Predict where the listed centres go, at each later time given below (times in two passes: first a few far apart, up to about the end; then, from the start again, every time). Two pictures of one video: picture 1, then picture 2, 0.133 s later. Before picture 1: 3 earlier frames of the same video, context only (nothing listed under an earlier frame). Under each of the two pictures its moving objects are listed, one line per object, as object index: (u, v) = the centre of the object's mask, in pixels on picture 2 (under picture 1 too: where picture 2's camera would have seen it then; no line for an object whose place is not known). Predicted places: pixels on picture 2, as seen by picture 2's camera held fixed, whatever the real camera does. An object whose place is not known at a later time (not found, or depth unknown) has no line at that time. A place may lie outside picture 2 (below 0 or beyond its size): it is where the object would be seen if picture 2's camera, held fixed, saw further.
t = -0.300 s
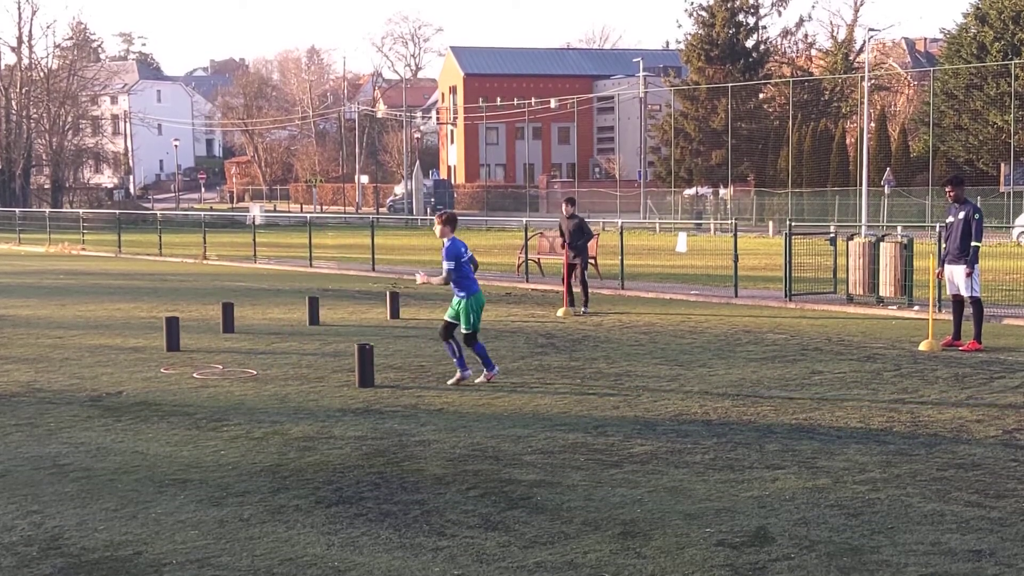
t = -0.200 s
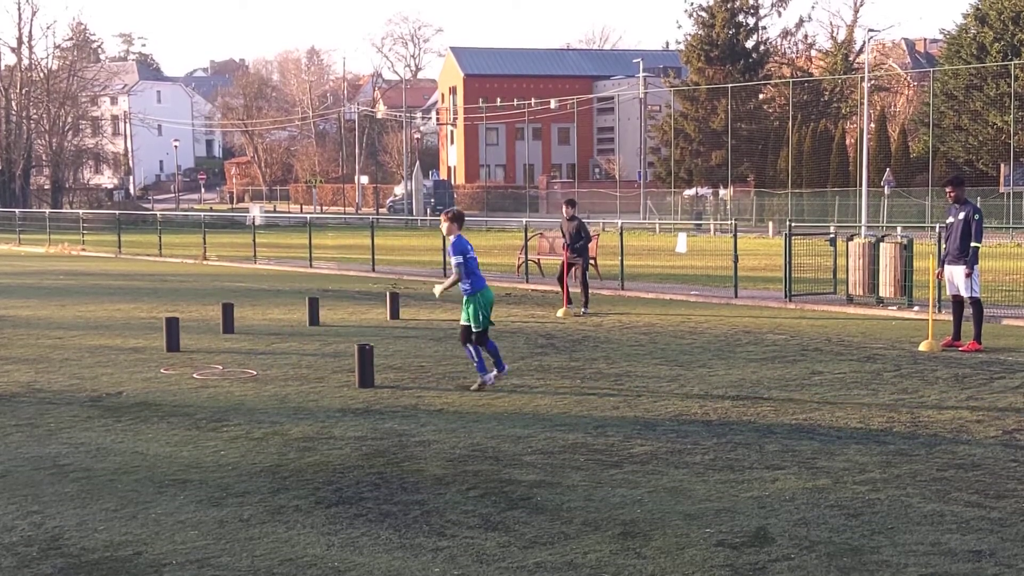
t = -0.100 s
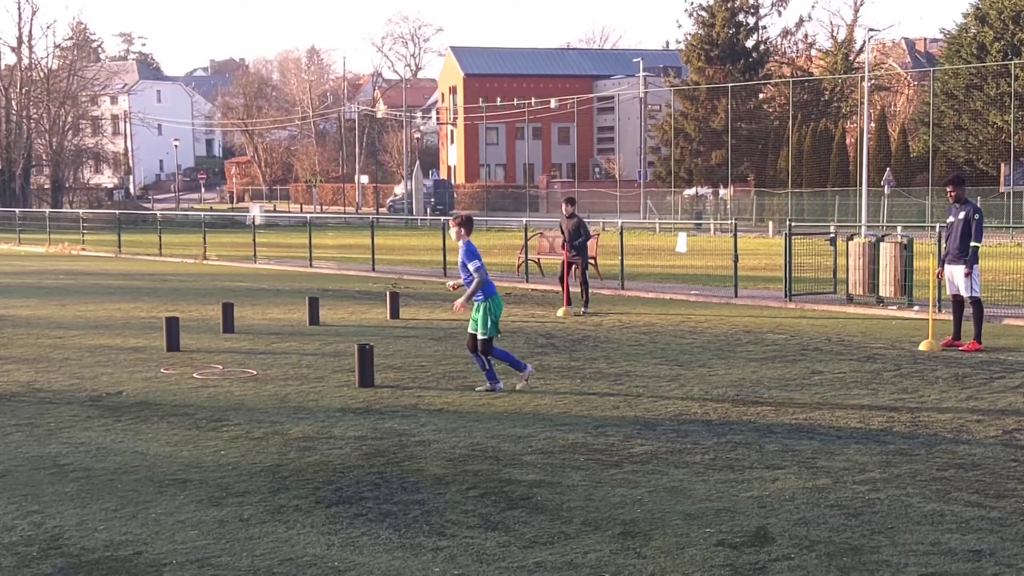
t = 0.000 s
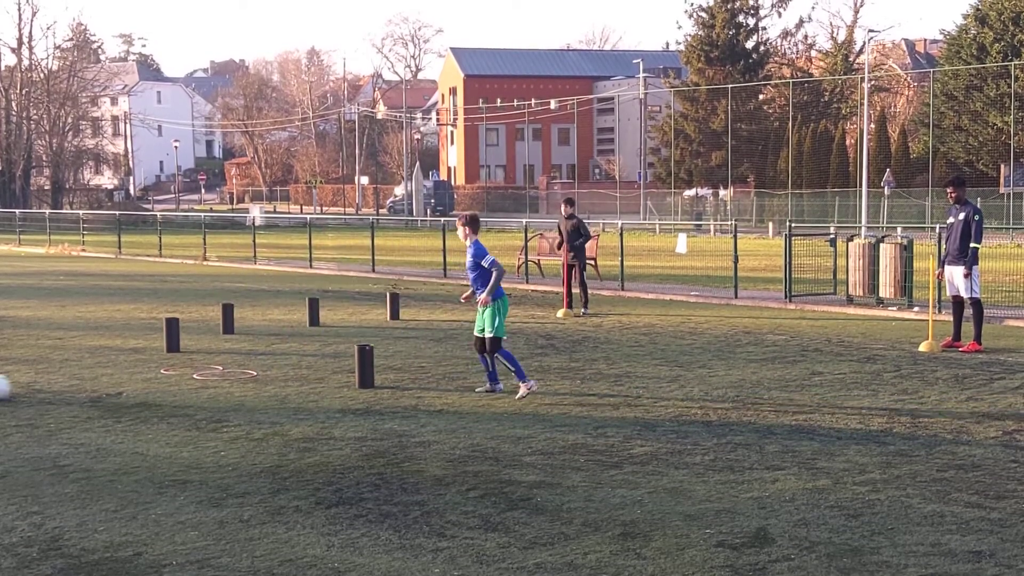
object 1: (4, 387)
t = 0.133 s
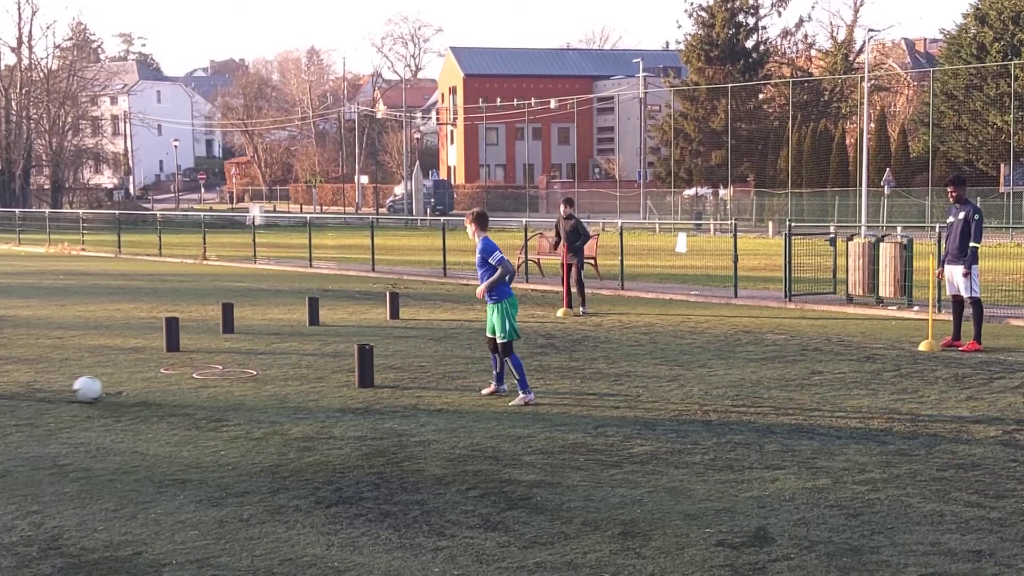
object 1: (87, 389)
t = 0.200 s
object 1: (130, 391)
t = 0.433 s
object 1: (262, 392)
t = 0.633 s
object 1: (360, 394)
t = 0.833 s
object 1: (459, 397)
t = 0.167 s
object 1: (108, 389)
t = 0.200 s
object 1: (130, 391)
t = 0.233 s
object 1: (150, 391)
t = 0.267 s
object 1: (171, 391)
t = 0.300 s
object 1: (190, 391)
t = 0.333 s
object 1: (210, 393)
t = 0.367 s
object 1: (228, 392)
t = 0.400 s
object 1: (244, 391)
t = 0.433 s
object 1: (262, 392)
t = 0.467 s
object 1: (279, 393)
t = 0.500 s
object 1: (296, 391)
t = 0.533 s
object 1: (312, 393)
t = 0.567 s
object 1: (328, 395)
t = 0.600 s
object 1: (344, 393)
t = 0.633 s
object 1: (360, 394)
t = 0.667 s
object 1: (377, 395)
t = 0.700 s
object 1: (394, 396)
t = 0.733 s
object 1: (410, 397)
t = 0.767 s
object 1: (426, 396)
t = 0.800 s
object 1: (443, 398)
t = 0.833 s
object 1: (459, 397)
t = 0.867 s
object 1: (475, 397)
